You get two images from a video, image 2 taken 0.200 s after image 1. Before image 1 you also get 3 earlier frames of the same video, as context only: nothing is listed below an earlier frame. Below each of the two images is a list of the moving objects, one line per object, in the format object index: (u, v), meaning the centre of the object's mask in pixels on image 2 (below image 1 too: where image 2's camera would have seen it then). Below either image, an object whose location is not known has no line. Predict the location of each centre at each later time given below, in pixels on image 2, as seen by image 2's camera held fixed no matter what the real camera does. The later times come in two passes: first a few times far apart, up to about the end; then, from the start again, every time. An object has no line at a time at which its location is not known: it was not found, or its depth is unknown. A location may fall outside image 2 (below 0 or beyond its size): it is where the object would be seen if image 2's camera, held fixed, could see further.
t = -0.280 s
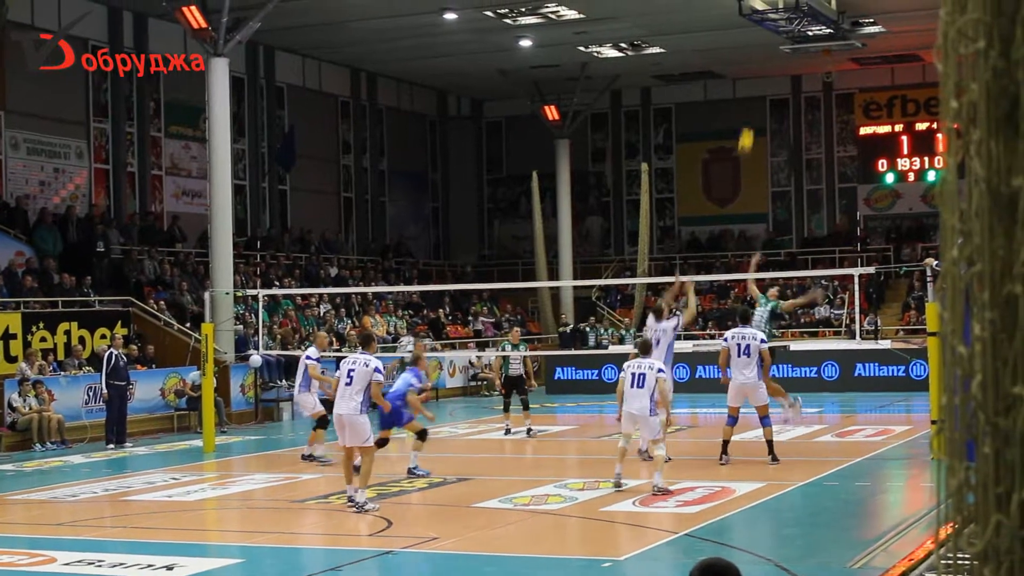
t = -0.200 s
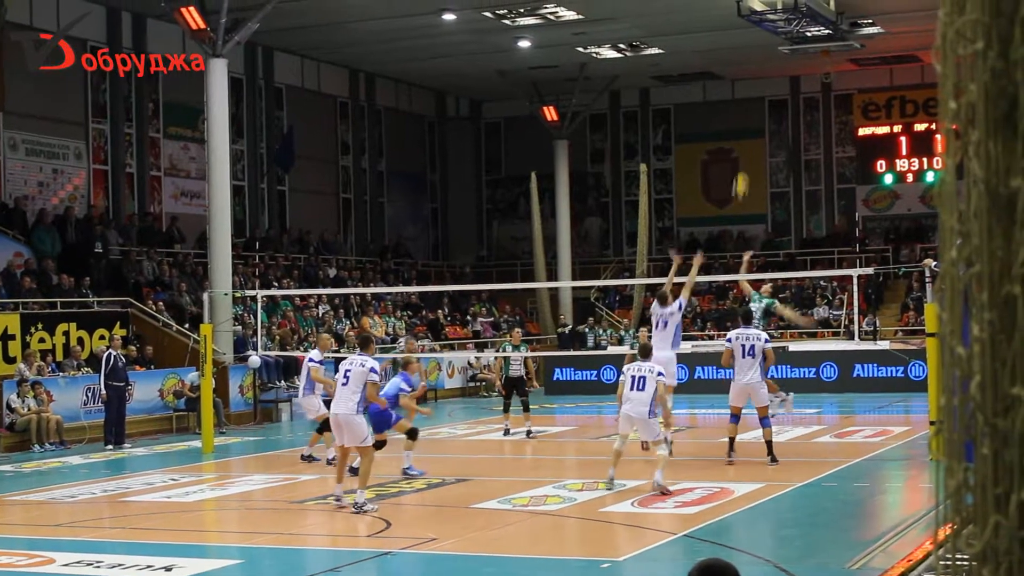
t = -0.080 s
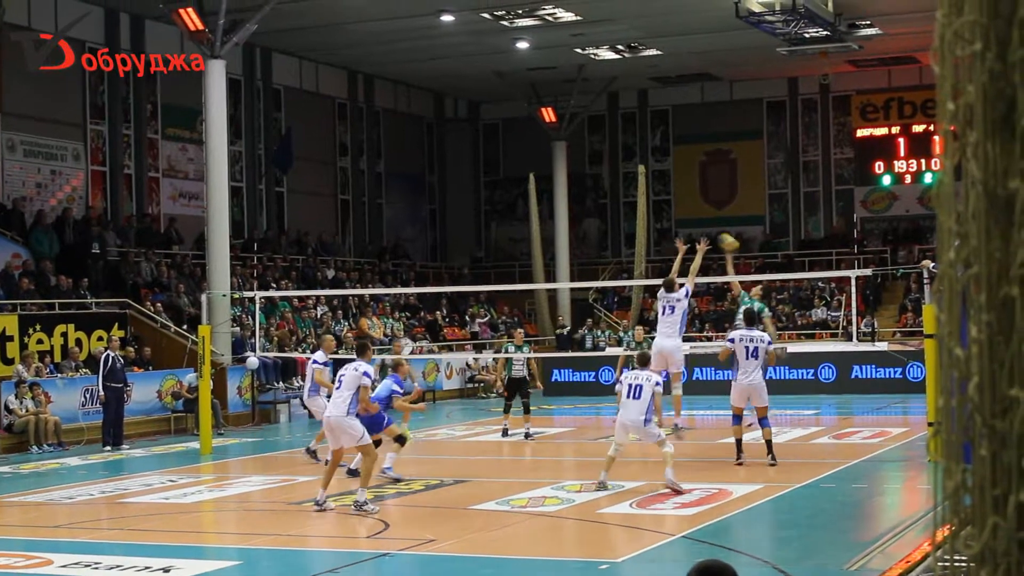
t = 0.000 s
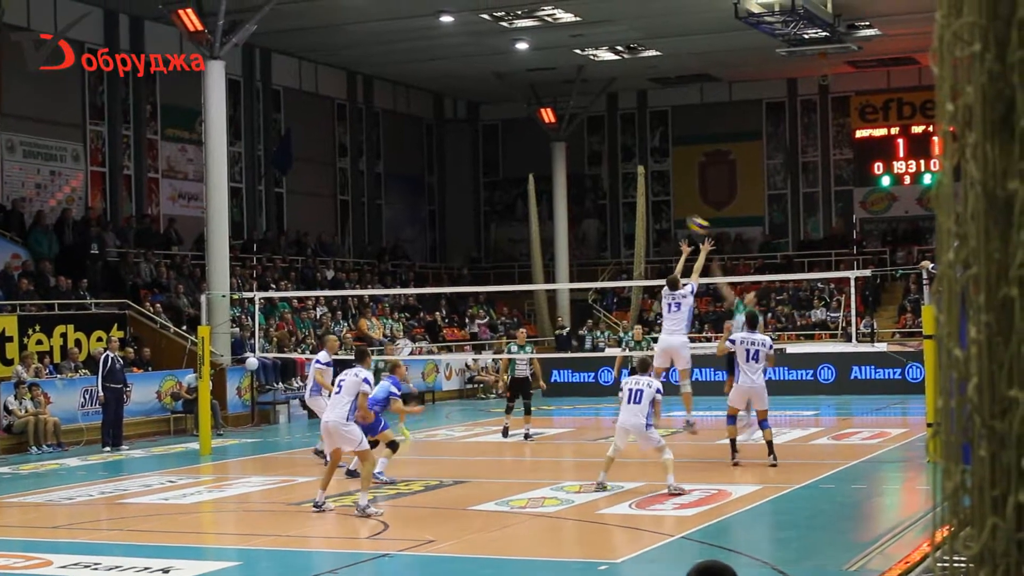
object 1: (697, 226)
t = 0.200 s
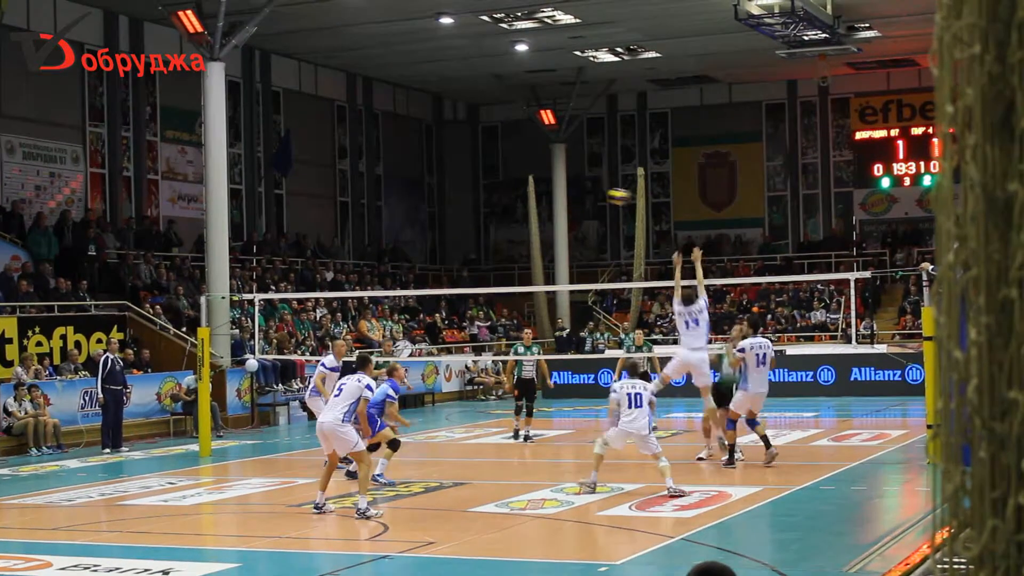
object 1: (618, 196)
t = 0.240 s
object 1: (604, 194)
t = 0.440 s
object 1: (525, 197)
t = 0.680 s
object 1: (429, 245)
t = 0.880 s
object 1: (346, 320)
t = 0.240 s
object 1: (604, 194)
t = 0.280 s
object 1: (589, 192)
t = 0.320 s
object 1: (574, 191)
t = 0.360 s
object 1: (557, 192)
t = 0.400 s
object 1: (542, 194)
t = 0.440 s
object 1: (525, 197)
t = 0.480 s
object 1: (510, 203)
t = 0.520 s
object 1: (494, 209)
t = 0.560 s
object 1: (478, 216)
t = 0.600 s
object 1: (461, 225)
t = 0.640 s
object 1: (445, 235)
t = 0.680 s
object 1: (429, 245)
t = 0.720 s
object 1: (412, 257)
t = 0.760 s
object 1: (397, 271)
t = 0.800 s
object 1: (380, 285)
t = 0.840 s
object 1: (361, 305)
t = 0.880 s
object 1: (346, 320)
